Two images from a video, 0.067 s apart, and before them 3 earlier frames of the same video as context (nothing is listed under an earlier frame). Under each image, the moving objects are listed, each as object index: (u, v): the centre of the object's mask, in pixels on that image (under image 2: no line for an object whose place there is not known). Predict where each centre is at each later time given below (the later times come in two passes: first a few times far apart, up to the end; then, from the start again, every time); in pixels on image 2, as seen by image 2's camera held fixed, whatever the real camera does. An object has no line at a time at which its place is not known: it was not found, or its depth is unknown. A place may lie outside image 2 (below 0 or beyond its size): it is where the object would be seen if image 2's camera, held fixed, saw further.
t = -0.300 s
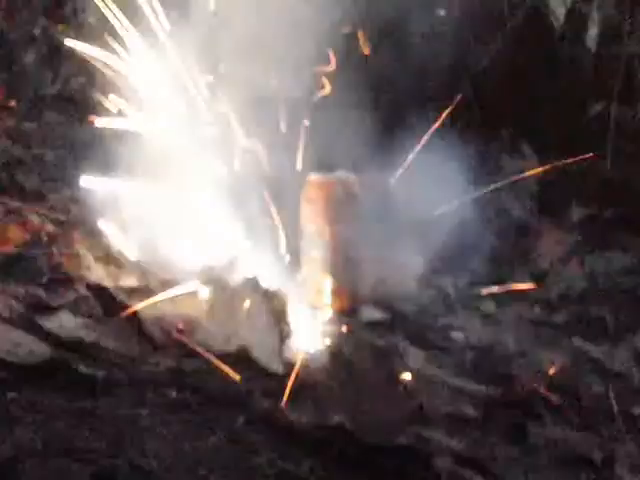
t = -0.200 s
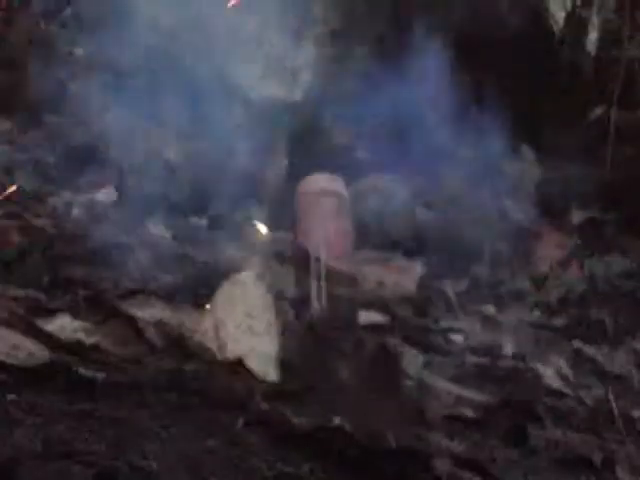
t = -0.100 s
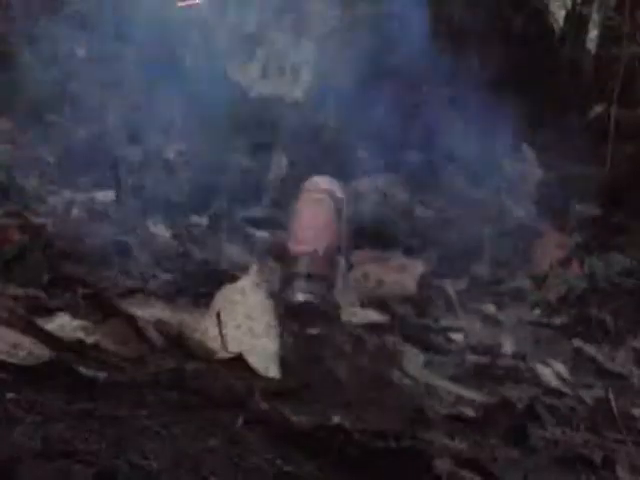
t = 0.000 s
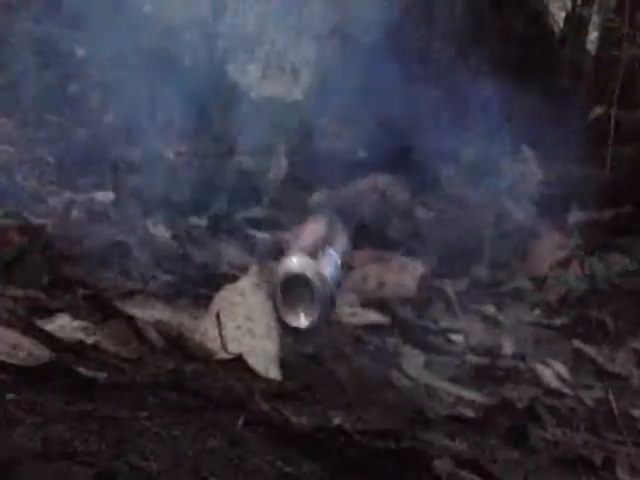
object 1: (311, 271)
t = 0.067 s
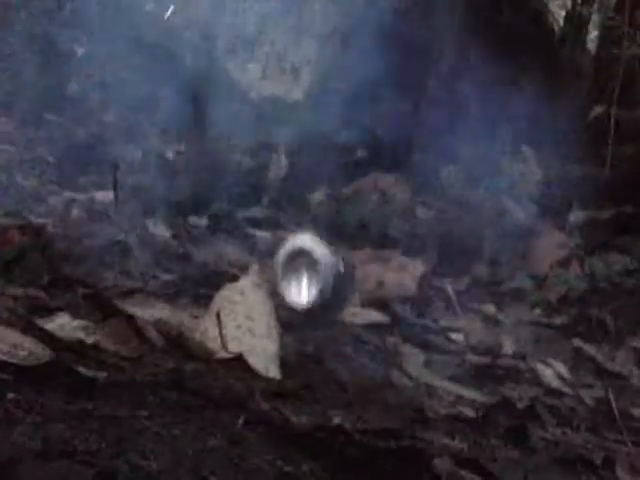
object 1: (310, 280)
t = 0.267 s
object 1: (318, 296)
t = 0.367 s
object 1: (324, 296)
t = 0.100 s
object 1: (310, 281)
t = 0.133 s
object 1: (311, 283)
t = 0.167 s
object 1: (310, 287)
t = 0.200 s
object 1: (312, 291)
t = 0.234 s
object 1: (314, 294)
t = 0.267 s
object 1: (318, 296)
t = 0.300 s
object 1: (321, 296)
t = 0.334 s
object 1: (323, 297)
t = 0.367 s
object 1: (324, 296)
